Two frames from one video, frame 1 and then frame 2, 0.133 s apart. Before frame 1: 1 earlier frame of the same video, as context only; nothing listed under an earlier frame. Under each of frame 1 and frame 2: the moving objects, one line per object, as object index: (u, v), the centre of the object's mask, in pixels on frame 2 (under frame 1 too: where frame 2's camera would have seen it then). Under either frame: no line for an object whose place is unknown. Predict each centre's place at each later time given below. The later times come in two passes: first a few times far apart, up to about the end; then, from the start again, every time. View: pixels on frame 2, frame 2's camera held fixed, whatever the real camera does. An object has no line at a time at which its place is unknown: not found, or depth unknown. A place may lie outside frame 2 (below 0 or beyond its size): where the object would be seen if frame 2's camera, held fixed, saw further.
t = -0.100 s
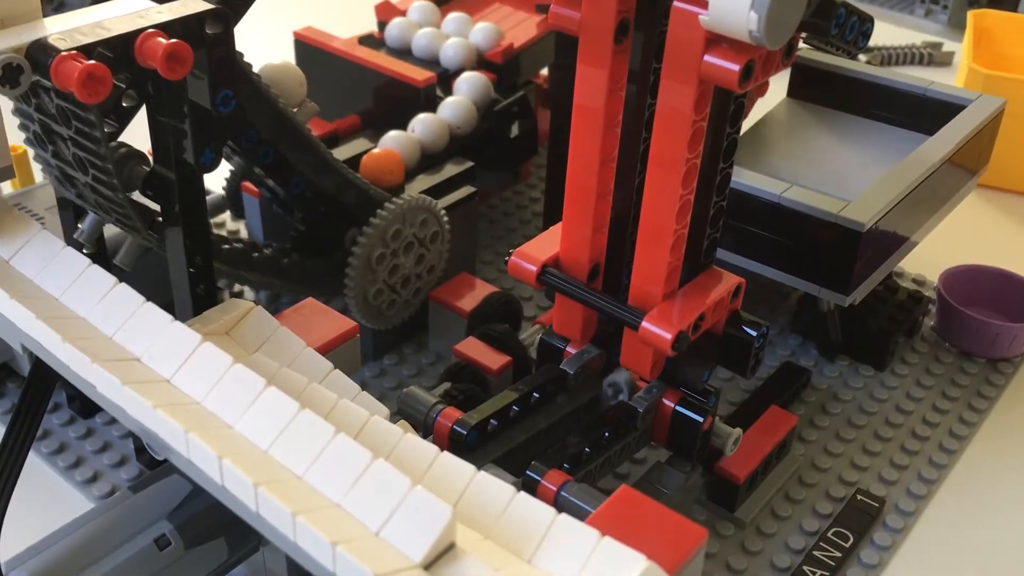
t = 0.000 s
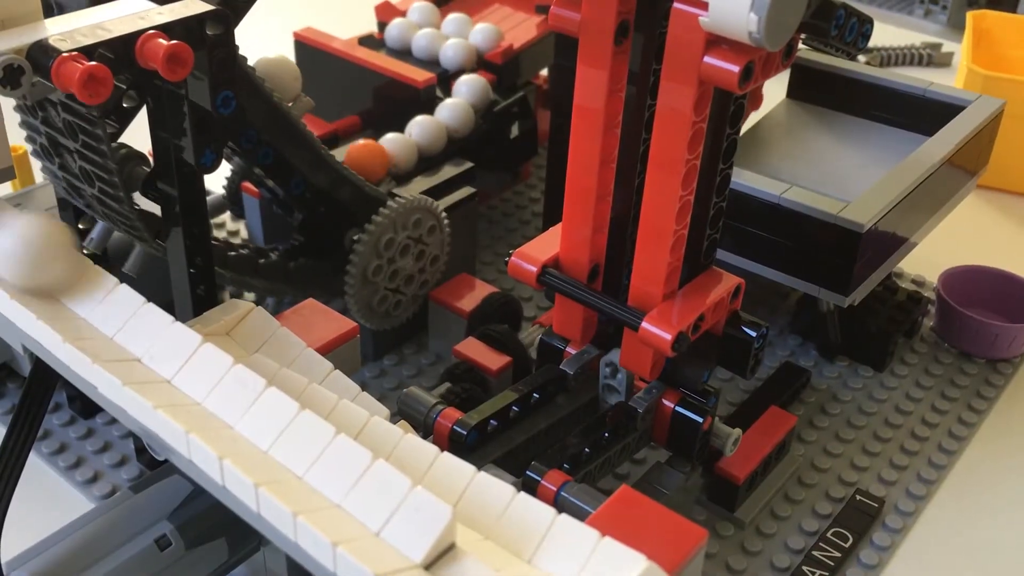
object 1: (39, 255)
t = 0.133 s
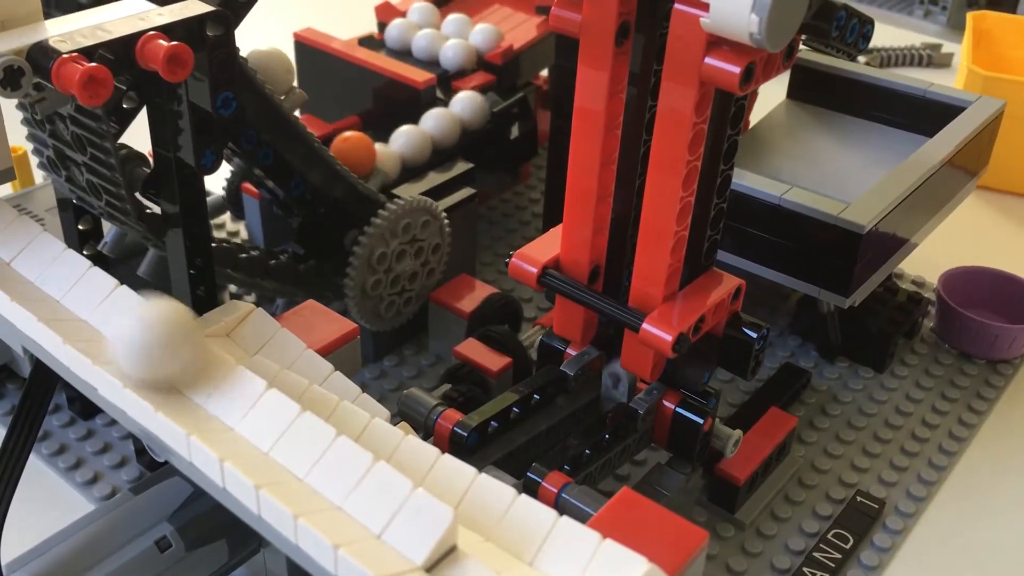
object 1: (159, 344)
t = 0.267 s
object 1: (316, 453)
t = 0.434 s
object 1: (502, 538)
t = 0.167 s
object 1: (199, 370)
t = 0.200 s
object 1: (234, 397)
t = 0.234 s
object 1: (271, 423)
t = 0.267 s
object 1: (316, 453)
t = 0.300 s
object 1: (361, 487)
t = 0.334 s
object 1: (402, 517)
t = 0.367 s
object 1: (446, 537)
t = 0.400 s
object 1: (493, 541)
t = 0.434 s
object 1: (502, 538)
